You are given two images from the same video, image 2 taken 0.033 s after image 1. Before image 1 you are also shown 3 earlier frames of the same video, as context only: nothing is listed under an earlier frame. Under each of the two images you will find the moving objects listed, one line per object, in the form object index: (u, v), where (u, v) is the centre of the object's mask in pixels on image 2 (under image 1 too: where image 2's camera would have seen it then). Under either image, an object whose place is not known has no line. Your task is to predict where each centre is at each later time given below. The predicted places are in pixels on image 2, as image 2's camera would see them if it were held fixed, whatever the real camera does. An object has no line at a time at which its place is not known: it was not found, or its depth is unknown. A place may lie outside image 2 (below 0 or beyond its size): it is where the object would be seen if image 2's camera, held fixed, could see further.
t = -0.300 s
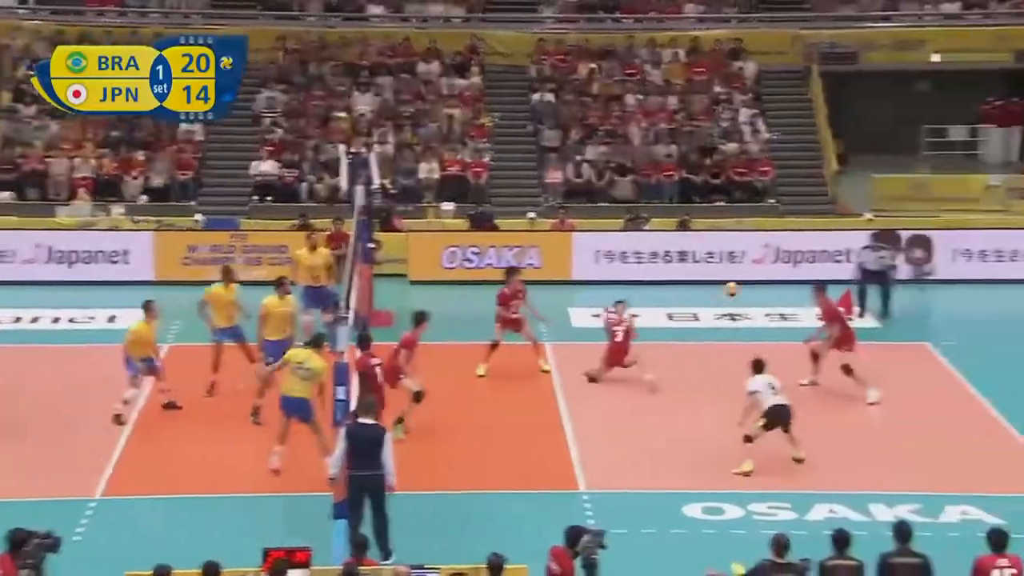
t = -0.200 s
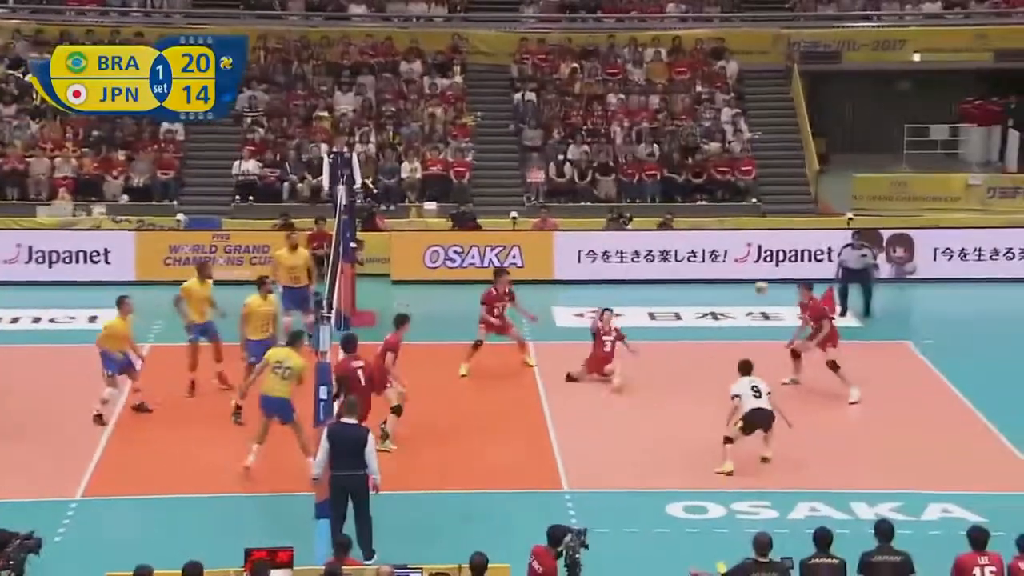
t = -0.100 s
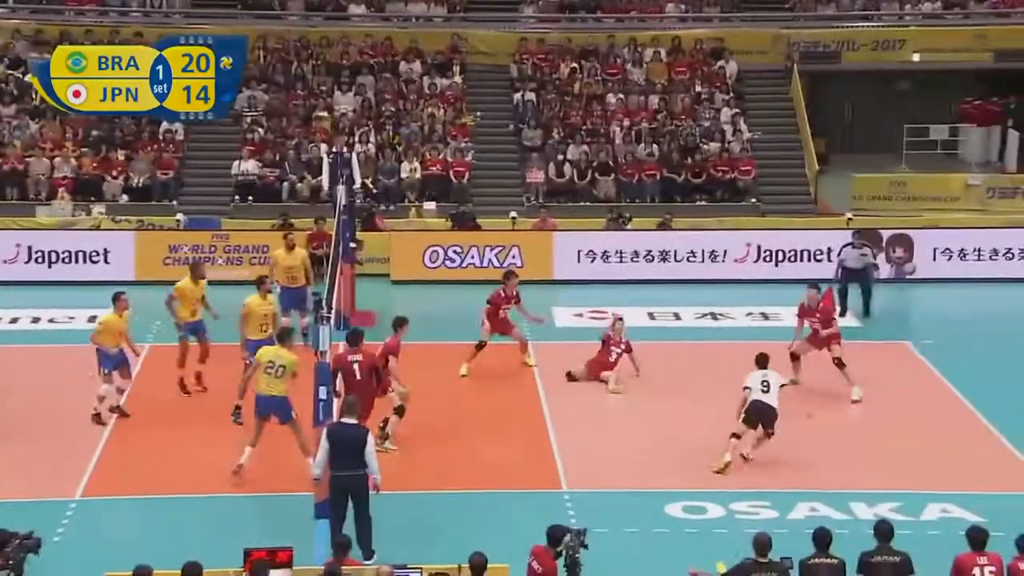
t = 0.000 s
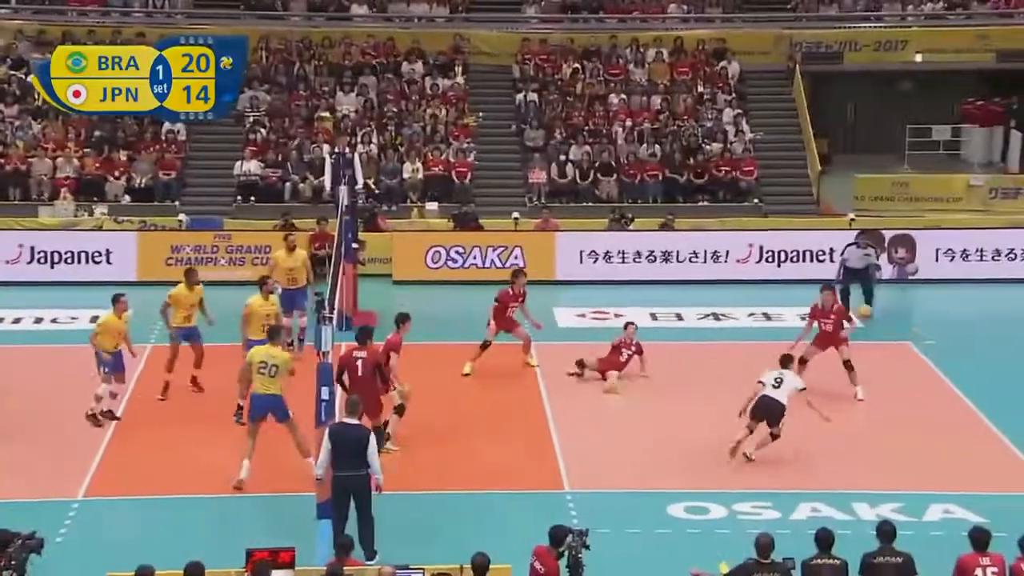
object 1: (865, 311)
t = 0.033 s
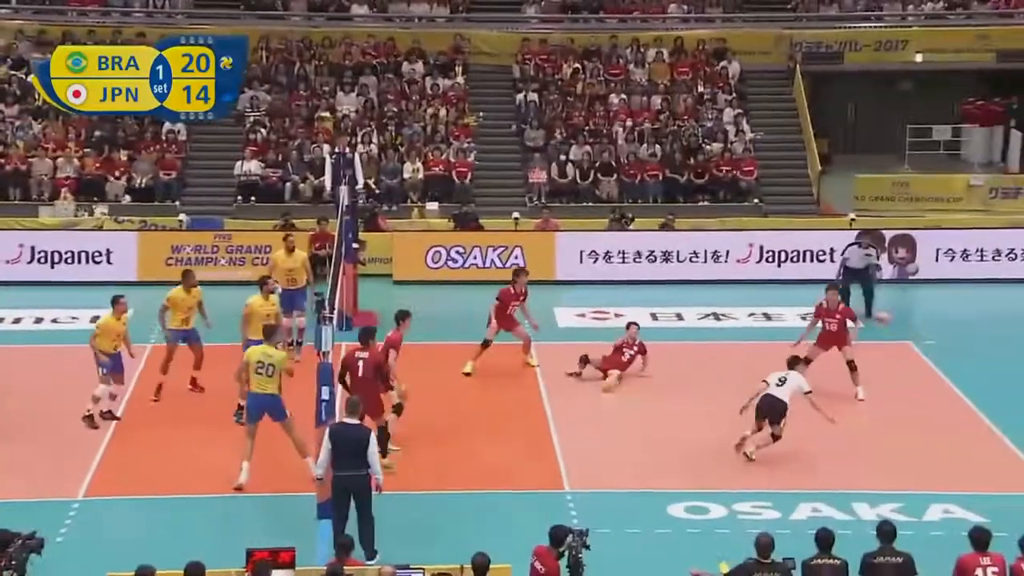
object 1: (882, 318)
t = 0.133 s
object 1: (933, 346)
